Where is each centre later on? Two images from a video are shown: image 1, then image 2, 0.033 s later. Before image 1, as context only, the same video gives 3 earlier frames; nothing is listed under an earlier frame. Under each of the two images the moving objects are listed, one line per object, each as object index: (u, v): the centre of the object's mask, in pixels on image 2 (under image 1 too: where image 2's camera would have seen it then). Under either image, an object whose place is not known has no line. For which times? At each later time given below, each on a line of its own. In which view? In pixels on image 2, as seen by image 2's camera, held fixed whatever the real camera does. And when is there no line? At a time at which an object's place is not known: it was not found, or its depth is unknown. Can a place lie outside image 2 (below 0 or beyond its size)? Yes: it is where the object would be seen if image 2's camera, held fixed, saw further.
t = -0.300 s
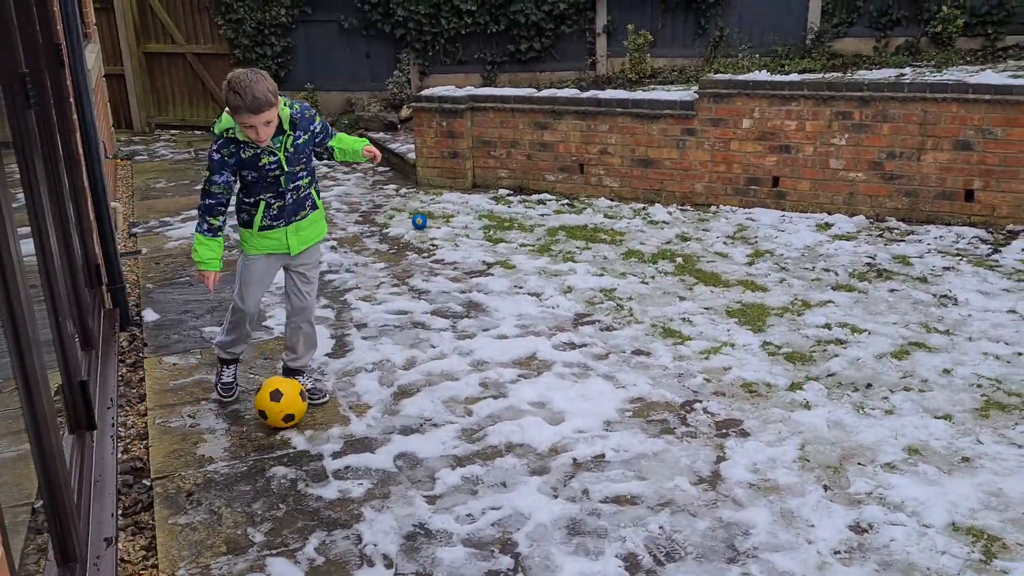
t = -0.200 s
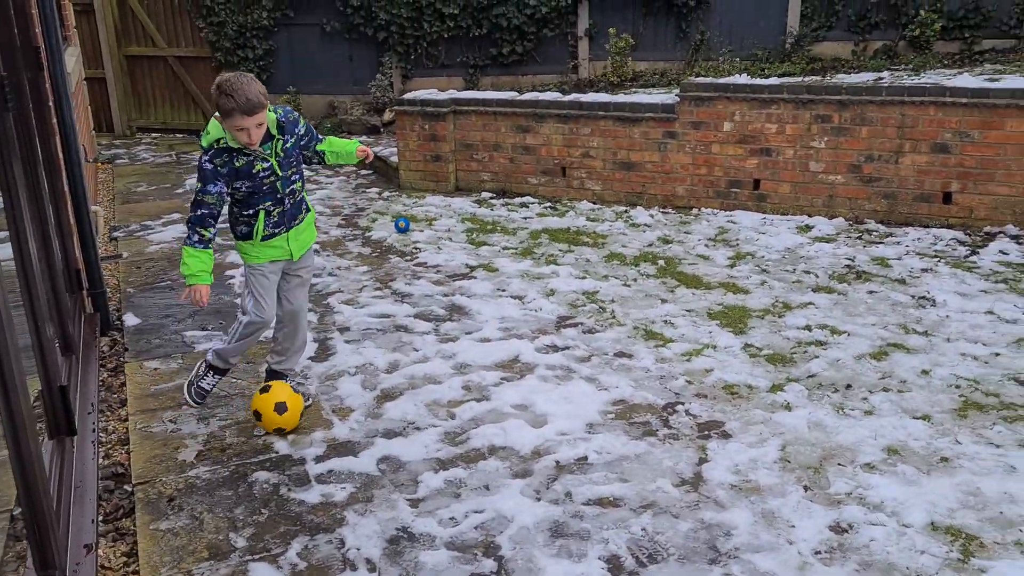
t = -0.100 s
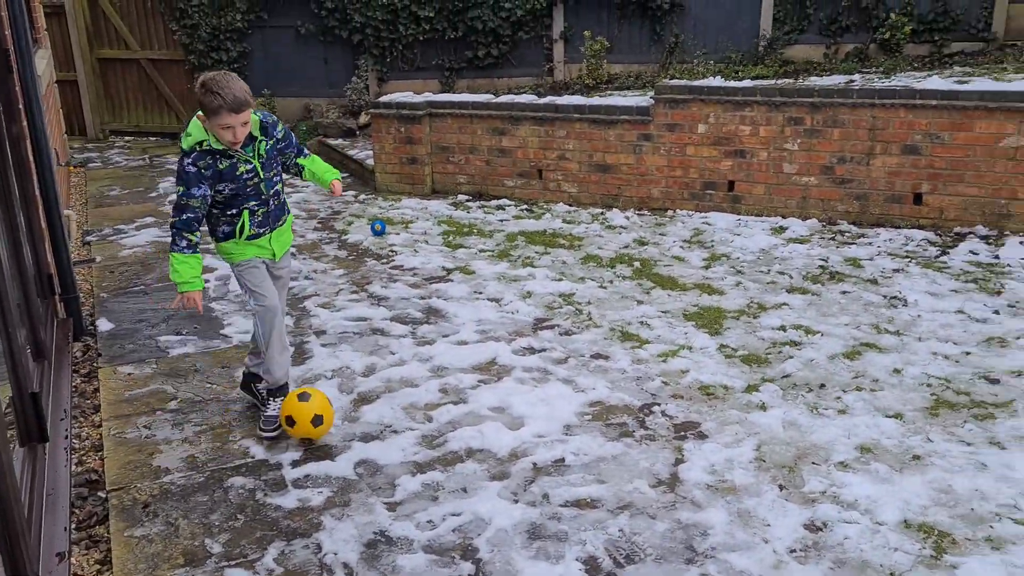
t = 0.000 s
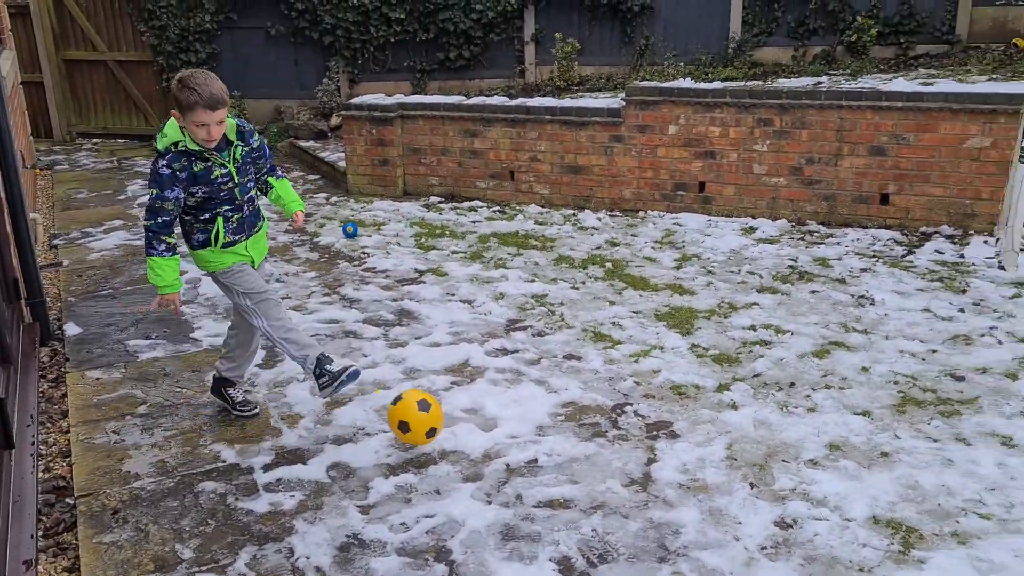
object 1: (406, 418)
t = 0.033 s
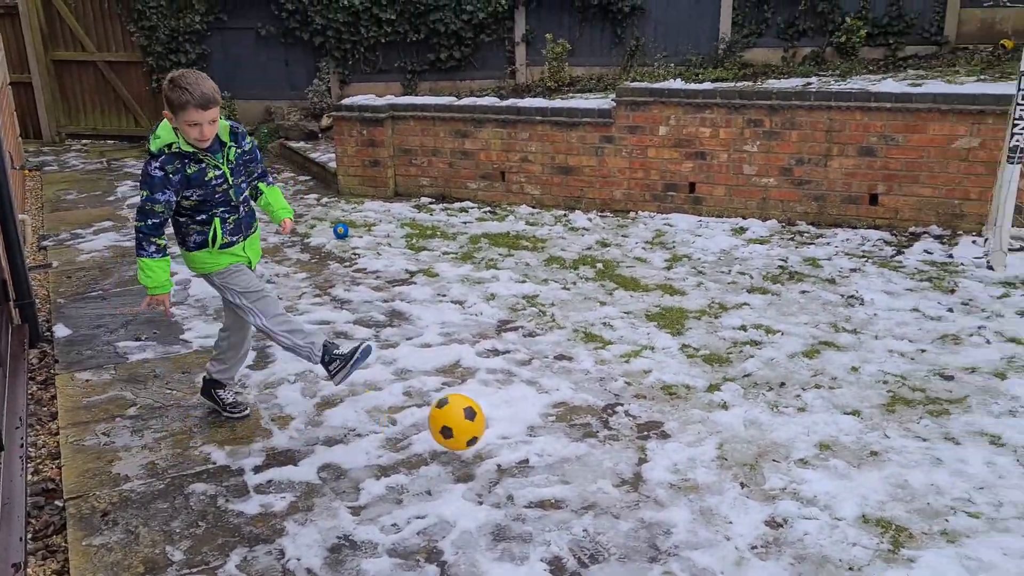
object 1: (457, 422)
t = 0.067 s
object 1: (508, 429)
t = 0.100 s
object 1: (559, 438)
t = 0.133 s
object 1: (610, 445)
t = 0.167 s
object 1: (658, 448)
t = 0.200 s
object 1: (708, 452)
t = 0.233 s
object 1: (755, 455)
